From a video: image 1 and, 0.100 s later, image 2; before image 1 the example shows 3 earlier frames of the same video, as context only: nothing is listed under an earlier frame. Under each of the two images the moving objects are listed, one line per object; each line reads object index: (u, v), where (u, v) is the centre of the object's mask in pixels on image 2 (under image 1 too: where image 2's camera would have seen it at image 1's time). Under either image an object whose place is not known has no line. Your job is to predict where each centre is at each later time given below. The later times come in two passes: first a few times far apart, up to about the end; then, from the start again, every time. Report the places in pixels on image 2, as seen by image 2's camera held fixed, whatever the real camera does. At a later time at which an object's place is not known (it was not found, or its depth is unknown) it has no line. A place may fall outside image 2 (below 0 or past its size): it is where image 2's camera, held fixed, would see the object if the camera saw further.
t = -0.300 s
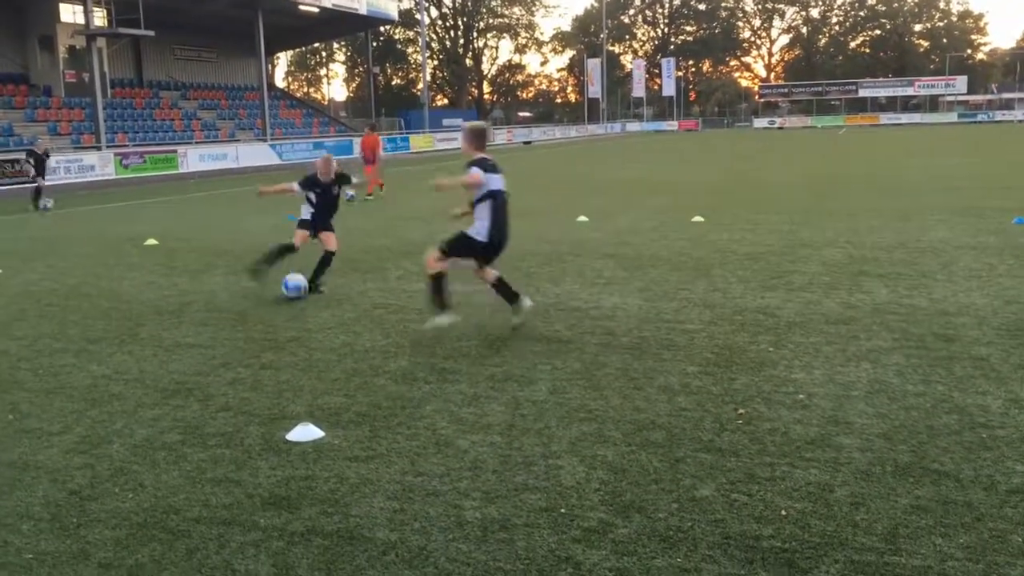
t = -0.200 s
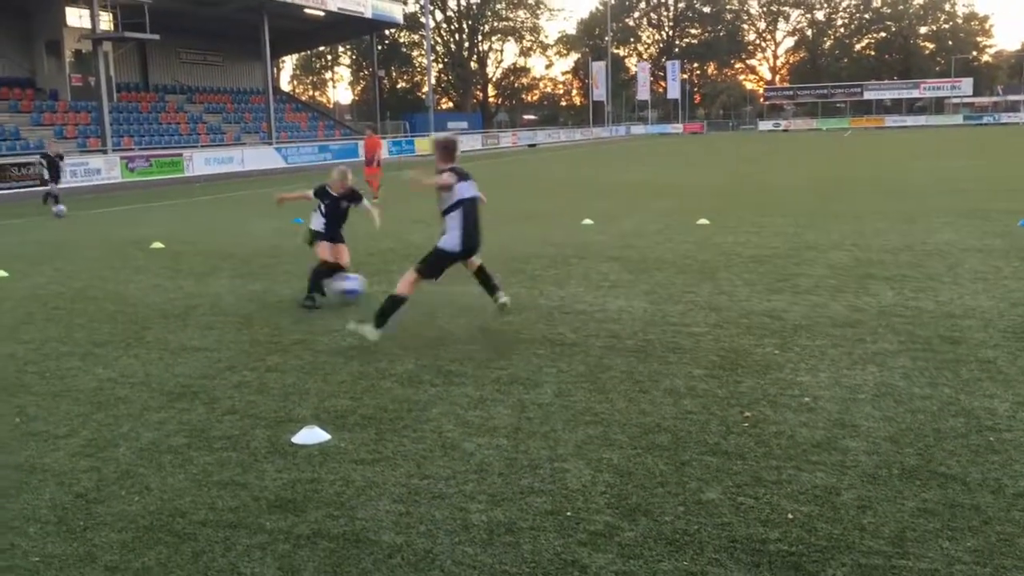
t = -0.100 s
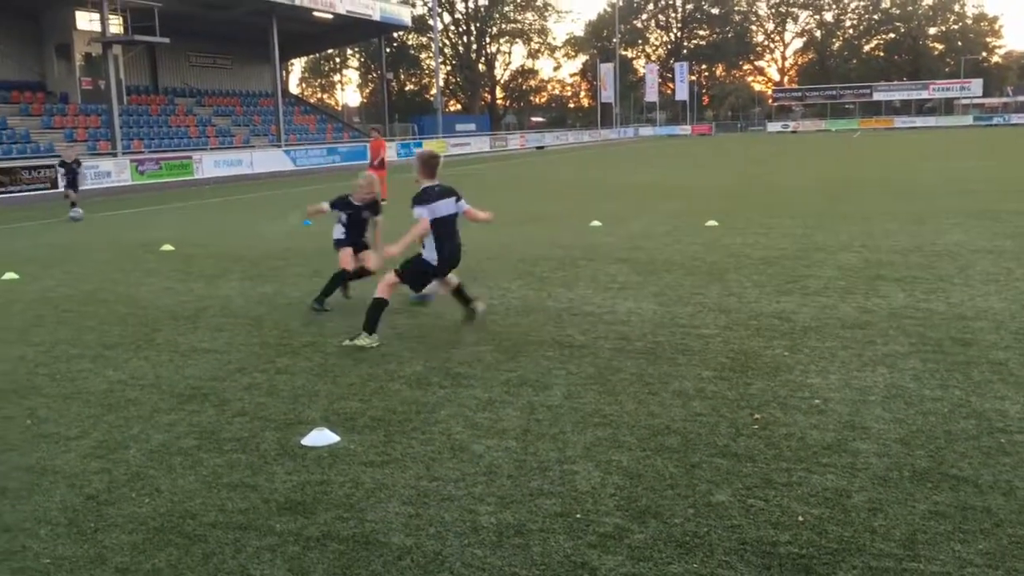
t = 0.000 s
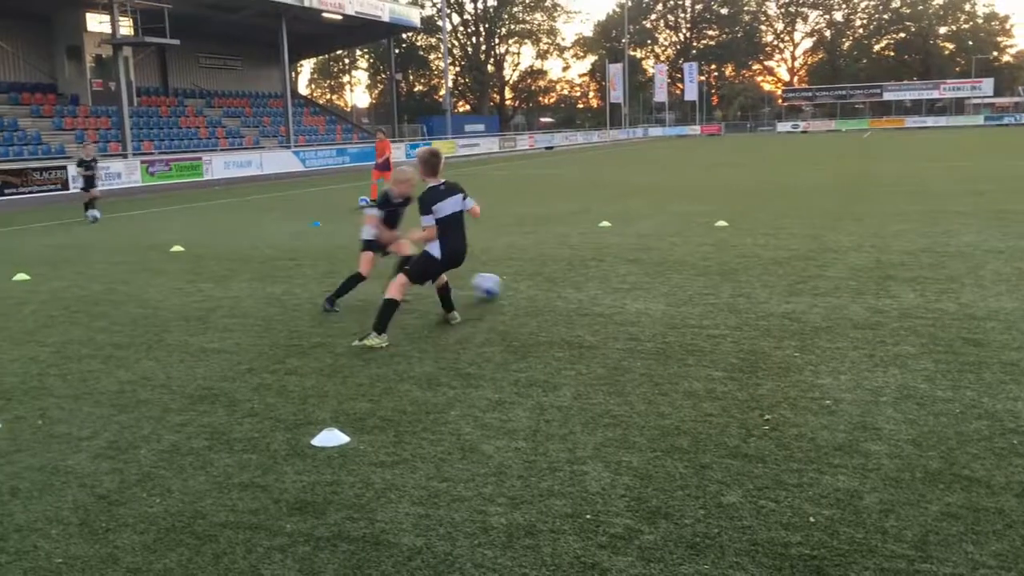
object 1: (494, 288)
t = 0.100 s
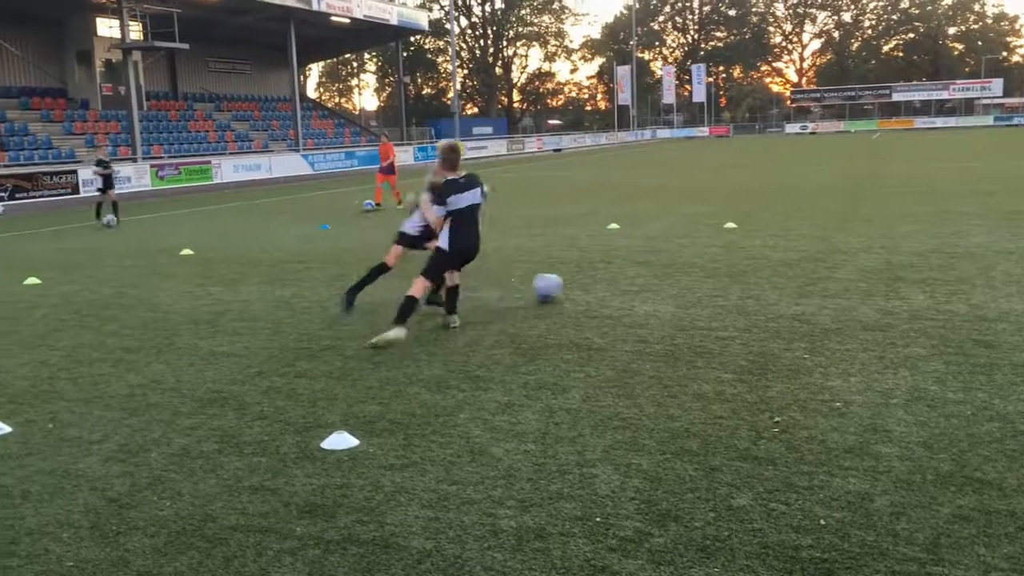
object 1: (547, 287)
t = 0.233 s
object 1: (616, 286)
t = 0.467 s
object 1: (731, 282)
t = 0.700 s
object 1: (845, 278)
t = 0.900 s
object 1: (940, 275)
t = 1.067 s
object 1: (1019, 273)
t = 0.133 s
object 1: (565, 287)
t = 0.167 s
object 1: (581, 287)
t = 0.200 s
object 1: (598, 286)
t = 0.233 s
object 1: (616, 286)
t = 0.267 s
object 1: (633, 286)
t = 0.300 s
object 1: (649, 284)
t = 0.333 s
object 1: (665, 284)
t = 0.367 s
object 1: (682, 283)
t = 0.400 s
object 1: (699, 283)
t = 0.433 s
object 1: (715, 283)
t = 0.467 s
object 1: (731, 282)
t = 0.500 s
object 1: (747, 281)
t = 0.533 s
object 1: (763, 280)
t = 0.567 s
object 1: (779, 280)
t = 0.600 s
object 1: (796, 280)
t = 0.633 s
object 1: (812, 279)
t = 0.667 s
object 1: (828, 279)
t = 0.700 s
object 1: (845, 278)
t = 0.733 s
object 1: (860, 278)
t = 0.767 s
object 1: (878, 277)
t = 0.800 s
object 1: (892, 276)
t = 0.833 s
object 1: (908, 277)
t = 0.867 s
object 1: (925, 276)
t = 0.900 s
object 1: (940, 275)
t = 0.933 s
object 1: (957, 275)
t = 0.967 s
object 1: (971, 275)
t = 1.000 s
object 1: (987, 274)
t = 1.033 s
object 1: (1003, 273)
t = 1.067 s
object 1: (1019, 273)
